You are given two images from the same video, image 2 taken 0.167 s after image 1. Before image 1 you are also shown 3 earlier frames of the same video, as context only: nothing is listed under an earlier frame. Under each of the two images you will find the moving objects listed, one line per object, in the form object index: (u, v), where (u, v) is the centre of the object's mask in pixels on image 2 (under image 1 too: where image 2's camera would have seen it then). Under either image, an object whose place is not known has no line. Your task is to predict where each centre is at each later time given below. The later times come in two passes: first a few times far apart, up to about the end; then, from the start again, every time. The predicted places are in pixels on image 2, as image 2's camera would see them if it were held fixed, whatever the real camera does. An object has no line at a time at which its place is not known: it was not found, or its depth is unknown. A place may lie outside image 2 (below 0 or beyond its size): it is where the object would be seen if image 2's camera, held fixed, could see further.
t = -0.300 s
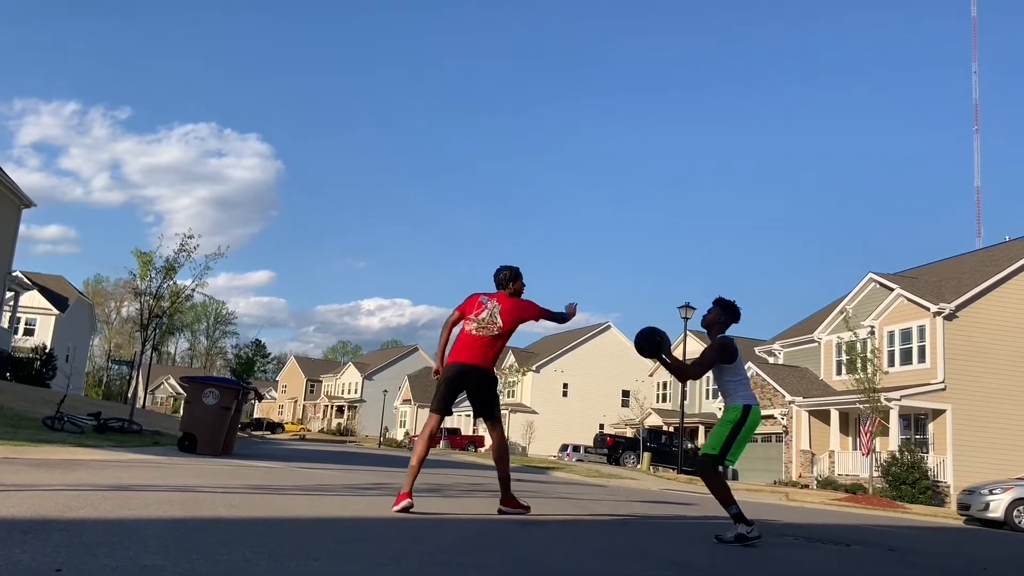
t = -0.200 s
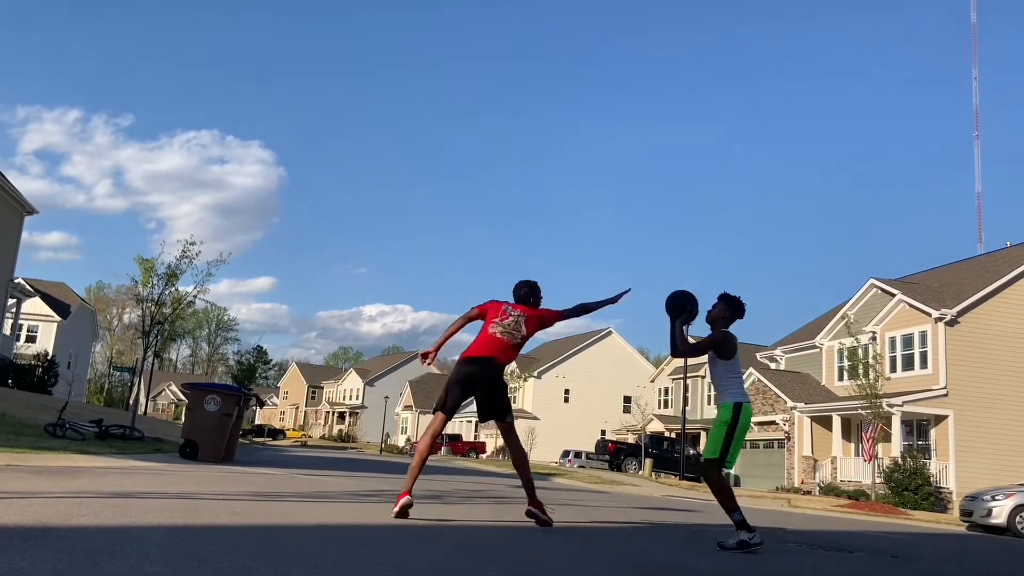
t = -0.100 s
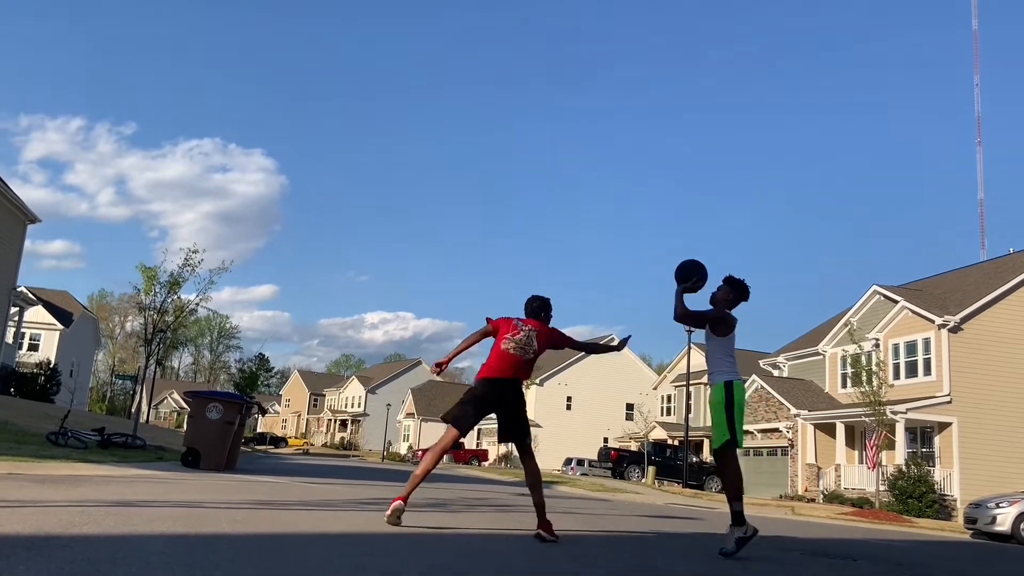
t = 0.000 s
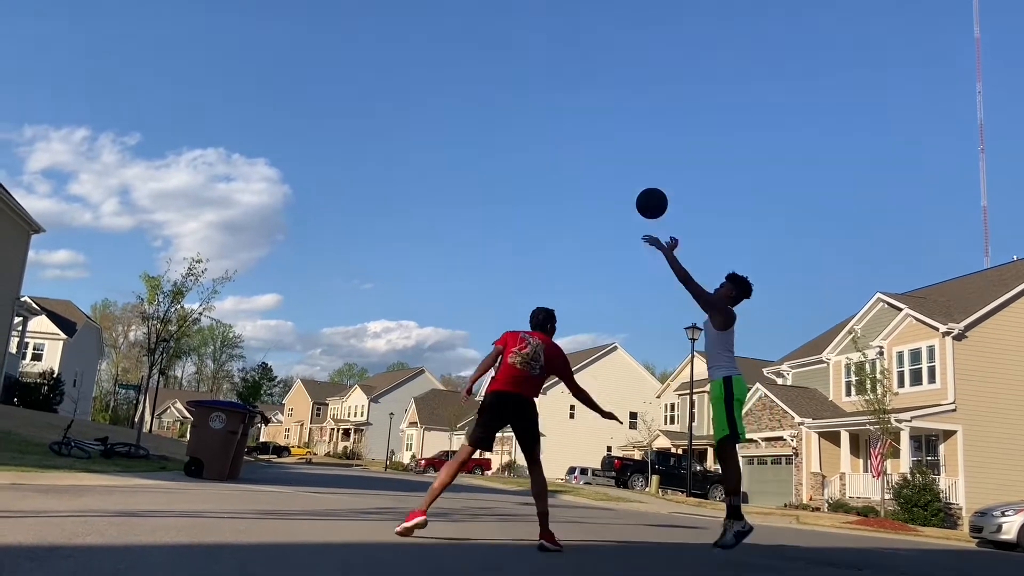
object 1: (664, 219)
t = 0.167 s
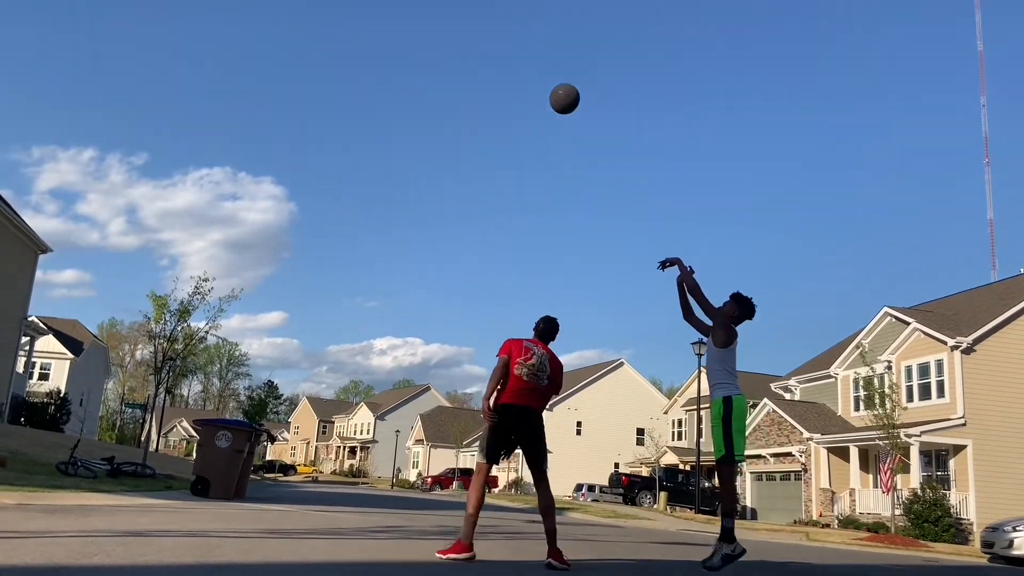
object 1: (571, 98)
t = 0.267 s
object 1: (517, 44)
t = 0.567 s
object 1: (366, -40)
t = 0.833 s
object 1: (224, -28)
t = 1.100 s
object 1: (71, 61)
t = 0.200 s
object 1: (552, 78)
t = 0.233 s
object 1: (535, 61)
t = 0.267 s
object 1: (517, 44)
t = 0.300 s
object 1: (500, 29)
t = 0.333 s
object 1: (483, 16)
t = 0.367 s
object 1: (466, 4)
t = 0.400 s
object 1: (450, -6)
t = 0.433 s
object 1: (432, -16)
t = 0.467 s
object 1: (415, -24)
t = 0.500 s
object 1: (399, -31)
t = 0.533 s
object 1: (383, -36)
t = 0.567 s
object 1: (366, -40)
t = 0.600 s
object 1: (349, -44)
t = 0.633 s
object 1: (332, -46)
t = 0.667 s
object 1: (315, -46)
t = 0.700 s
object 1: (298, -44)
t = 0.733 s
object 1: (280, -42)
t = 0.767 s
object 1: (262, -38)
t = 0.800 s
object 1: (243, -33)
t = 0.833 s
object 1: (224, -28)
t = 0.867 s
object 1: (204, -21)
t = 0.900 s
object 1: (185, -13)
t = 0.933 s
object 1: (166, -3)
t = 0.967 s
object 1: (147, 7)
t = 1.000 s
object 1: (128, 18)
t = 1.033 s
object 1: (109, 32)
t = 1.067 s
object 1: (90, 46)
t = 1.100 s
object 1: (71, 61)
